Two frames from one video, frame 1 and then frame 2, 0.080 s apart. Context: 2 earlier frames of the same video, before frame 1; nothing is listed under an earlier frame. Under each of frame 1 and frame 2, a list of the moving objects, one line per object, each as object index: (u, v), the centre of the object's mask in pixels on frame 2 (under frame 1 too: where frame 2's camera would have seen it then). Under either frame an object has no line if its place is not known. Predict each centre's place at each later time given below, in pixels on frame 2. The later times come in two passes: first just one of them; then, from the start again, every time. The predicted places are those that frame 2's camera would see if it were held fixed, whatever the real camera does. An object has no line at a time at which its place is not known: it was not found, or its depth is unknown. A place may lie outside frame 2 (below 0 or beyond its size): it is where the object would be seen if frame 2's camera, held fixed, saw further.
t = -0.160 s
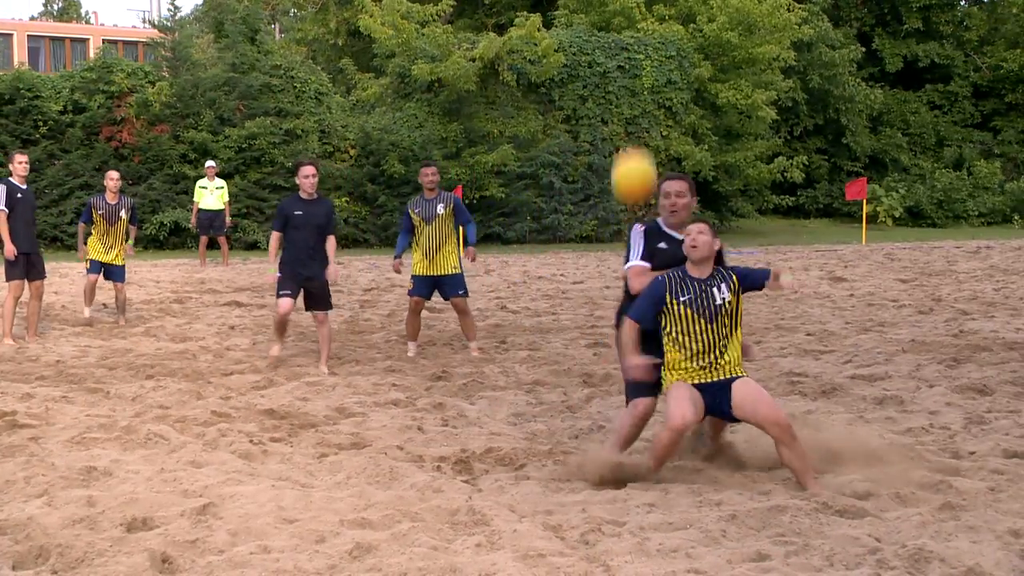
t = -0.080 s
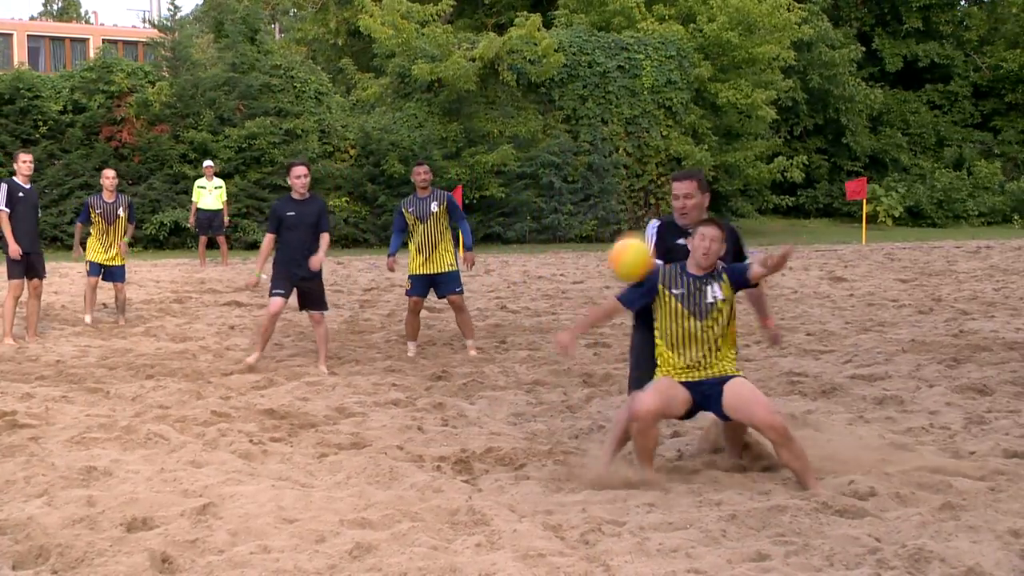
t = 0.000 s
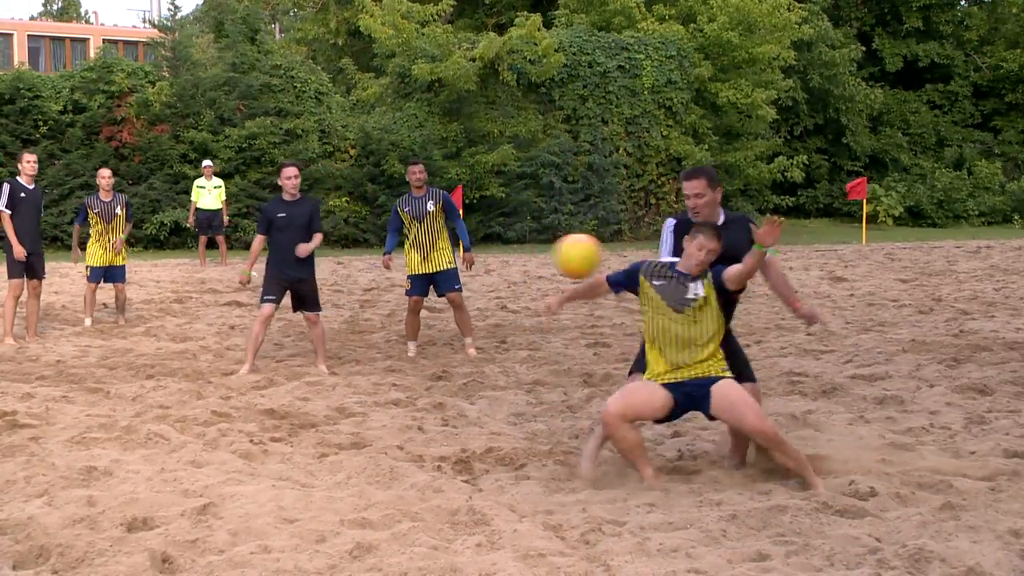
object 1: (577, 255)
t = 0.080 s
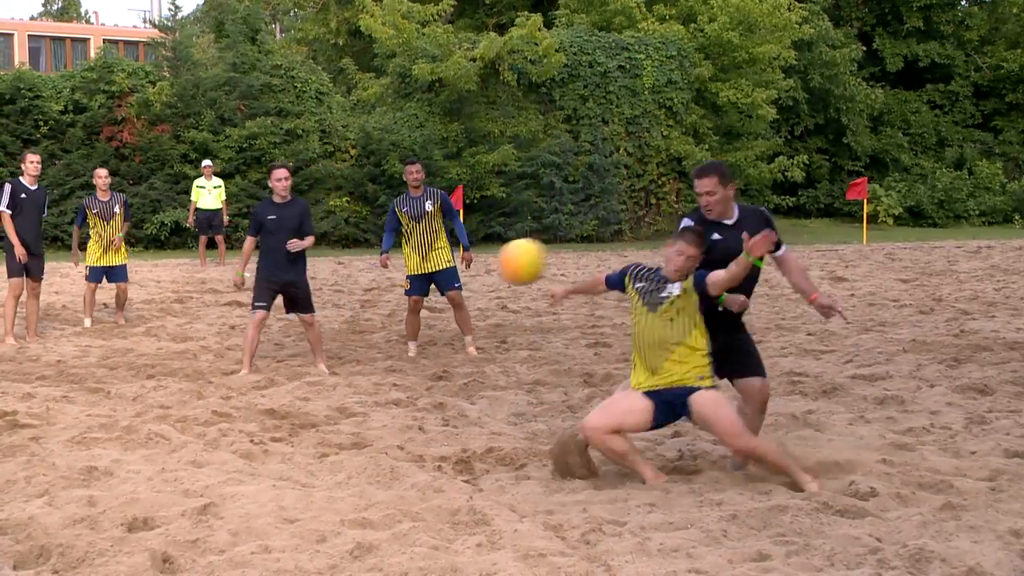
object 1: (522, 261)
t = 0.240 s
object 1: (409, 313)
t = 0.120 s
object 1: (494, 268)
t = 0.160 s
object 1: (463, 281)
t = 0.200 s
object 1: (436, 295)
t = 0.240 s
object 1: (409, 313)
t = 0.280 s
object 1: (381, 335)
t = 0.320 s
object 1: (353, 358)
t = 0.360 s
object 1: (324, 386)
